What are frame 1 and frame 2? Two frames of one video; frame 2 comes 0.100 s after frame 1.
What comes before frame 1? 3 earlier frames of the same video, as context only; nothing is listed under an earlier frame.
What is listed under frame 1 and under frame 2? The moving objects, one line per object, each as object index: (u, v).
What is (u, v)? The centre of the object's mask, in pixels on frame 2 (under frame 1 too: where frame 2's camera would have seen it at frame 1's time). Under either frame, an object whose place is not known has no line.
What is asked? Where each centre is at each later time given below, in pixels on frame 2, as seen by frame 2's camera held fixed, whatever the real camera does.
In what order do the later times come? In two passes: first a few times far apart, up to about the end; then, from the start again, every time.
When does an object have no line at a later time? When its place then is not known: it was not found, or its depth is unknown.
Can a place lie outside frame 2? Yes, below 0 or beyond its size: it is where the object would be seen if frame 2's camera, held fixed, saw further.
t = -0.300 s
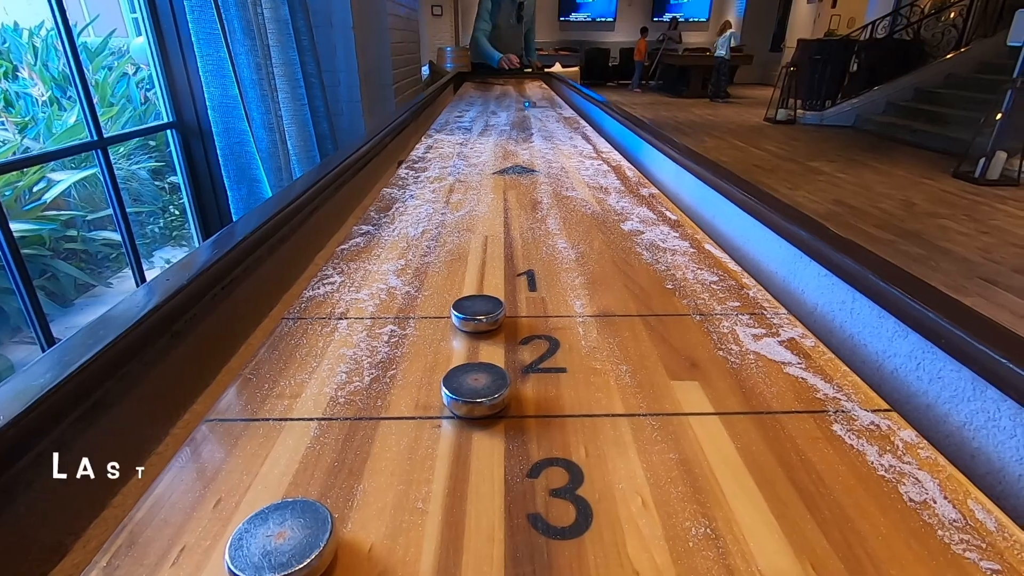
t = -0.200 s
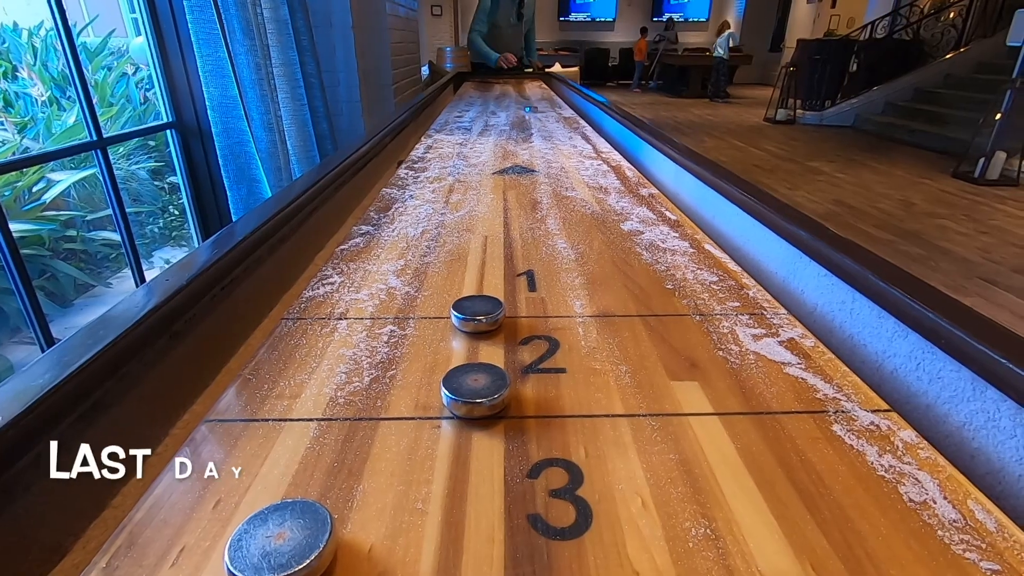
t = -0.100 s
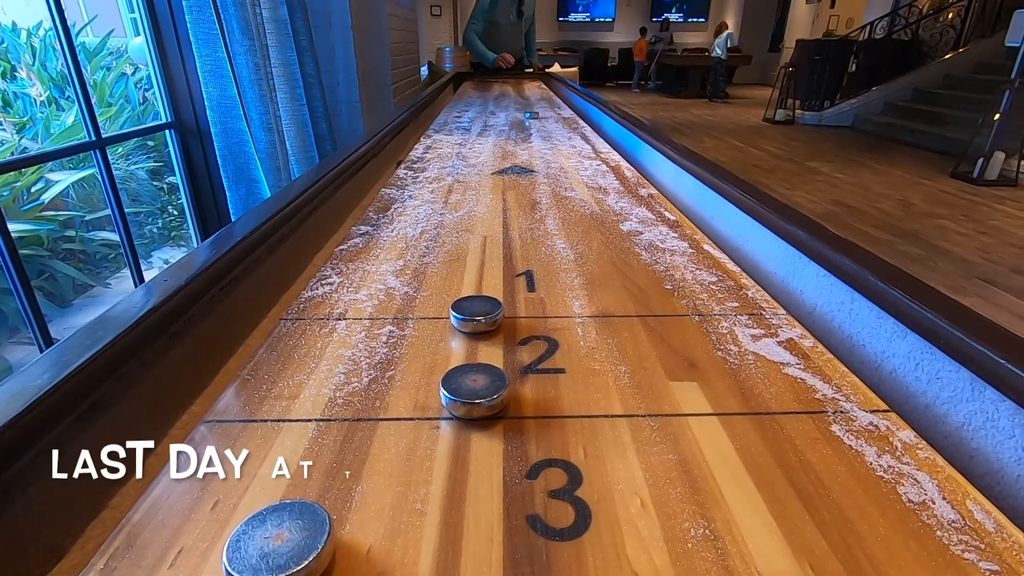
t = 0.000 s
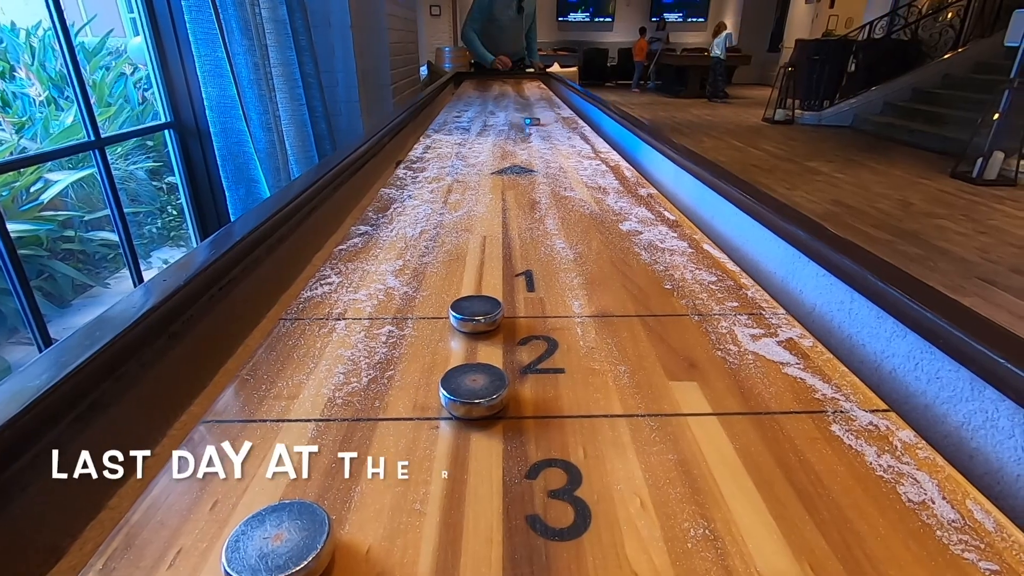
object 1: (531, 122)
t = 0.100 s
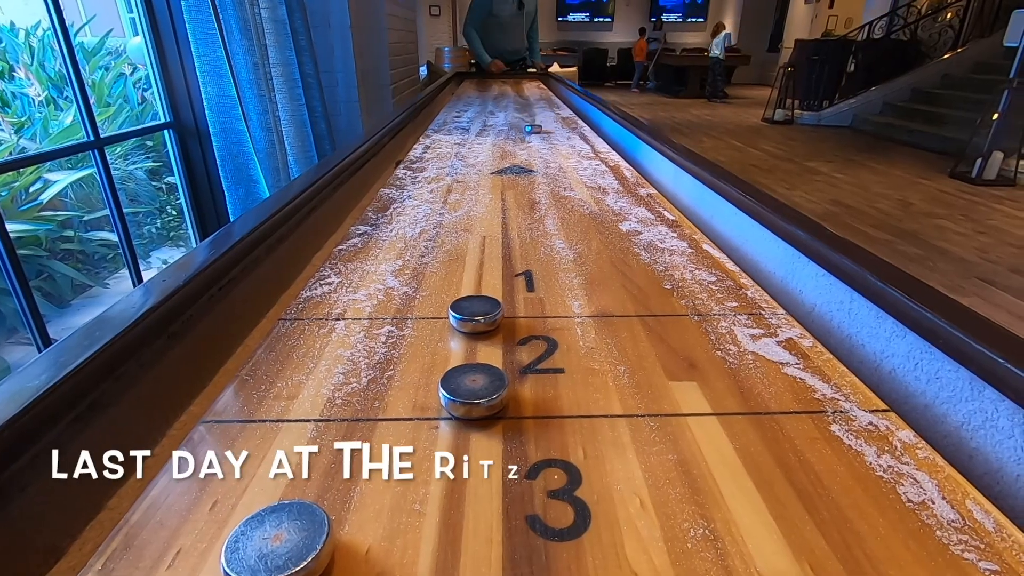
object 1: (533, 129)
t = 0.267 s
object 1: (536, 144)
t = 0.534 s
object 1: (540, 178)
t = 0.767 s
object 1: (546, 227)
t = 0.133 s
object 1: (533, 132)
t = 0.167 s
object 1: (534, 134)
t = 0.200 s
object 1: (534, 138)
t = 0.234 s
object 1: (535, 140)
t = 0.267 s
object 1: (536, 144)
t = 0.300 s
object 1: (536, 147)
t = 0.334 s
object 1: (536, 151)
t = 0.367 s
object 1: (537, 155)
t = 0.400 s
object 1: (538, 159)
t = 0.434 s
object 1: (538, 163)
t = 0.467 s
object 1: (539, 168)
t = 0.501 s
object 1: (540, 173)
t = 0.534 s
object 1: (540, 178)
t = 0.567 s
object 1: (541, 184)
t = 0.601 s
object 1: (541, 189)
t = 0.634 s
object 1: (542, 196)
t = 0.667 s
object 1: (544, 203)
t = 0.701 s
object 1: (544, 210)
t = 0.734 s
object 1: (545, 219)
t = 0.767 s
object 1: (546, 227)
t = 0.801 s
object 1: (547, 236)
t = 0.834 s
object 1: (548, 247)
